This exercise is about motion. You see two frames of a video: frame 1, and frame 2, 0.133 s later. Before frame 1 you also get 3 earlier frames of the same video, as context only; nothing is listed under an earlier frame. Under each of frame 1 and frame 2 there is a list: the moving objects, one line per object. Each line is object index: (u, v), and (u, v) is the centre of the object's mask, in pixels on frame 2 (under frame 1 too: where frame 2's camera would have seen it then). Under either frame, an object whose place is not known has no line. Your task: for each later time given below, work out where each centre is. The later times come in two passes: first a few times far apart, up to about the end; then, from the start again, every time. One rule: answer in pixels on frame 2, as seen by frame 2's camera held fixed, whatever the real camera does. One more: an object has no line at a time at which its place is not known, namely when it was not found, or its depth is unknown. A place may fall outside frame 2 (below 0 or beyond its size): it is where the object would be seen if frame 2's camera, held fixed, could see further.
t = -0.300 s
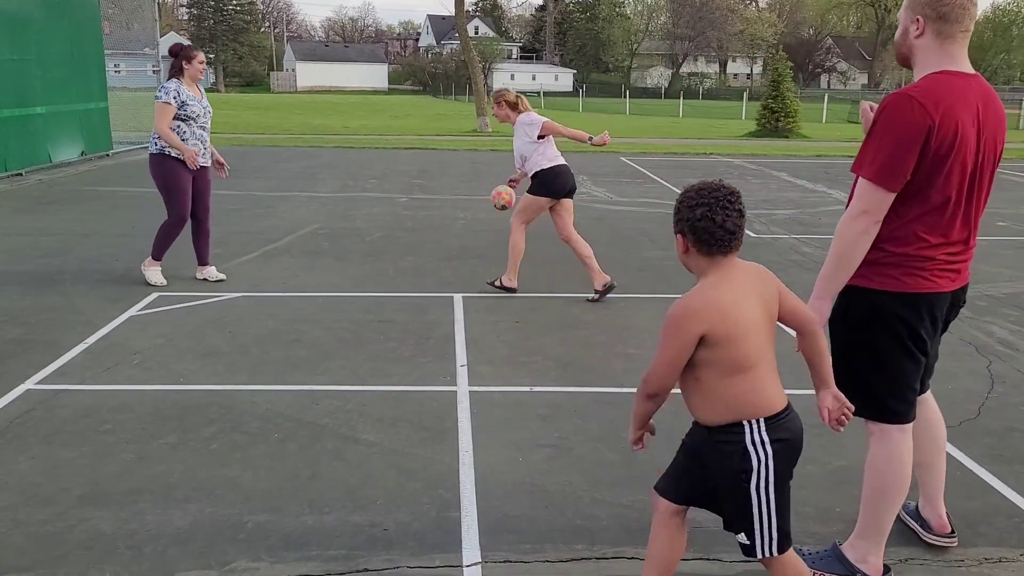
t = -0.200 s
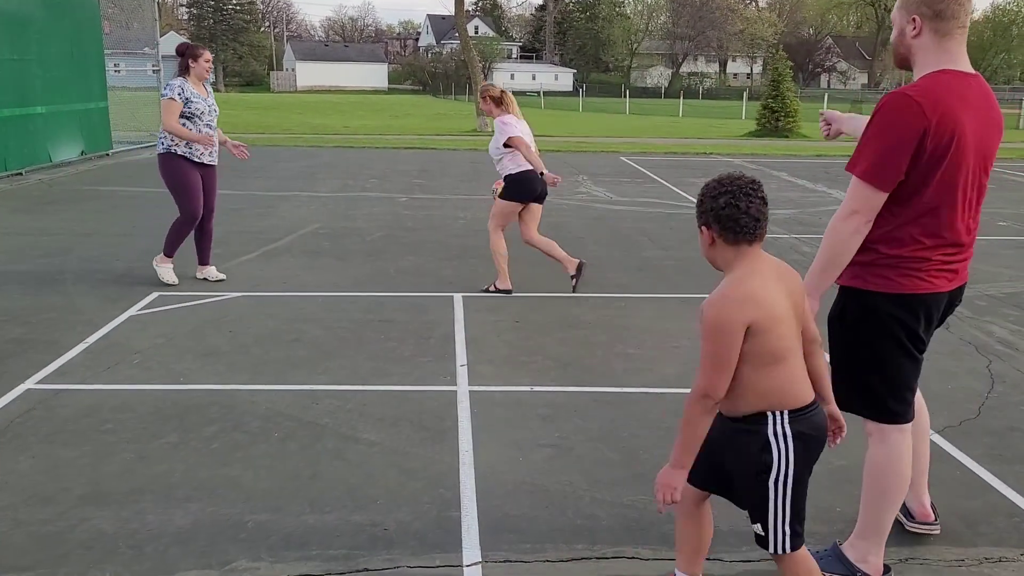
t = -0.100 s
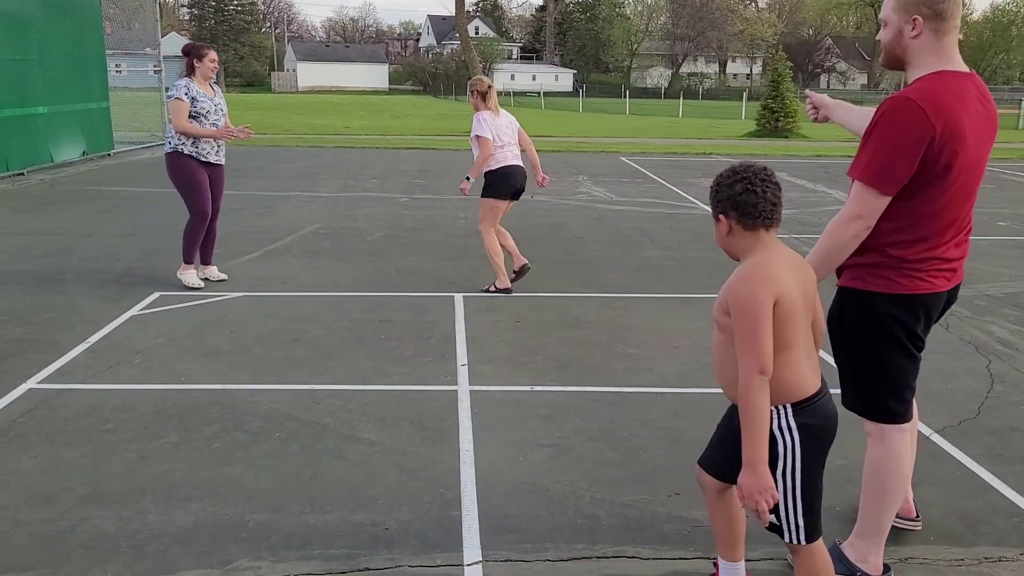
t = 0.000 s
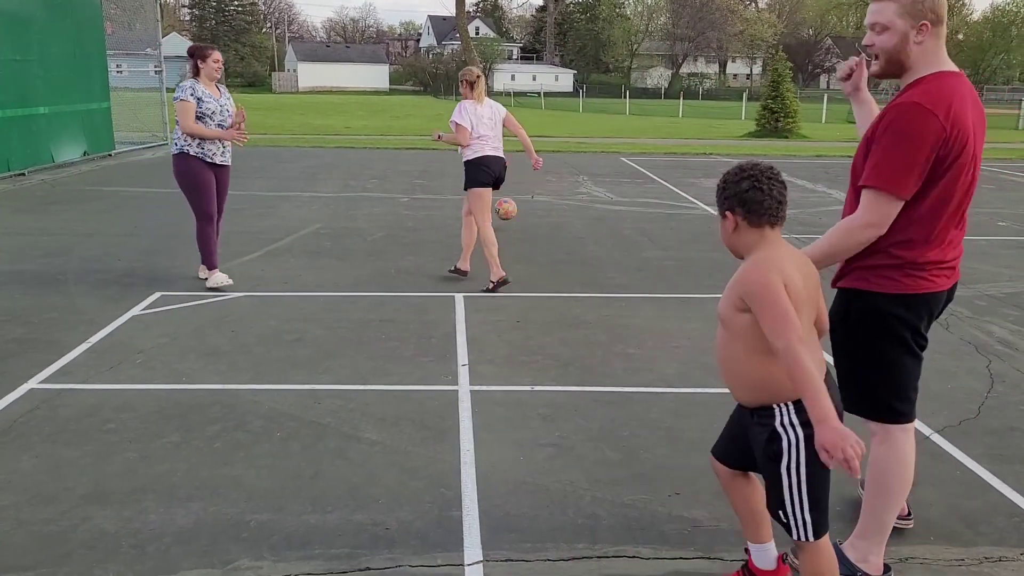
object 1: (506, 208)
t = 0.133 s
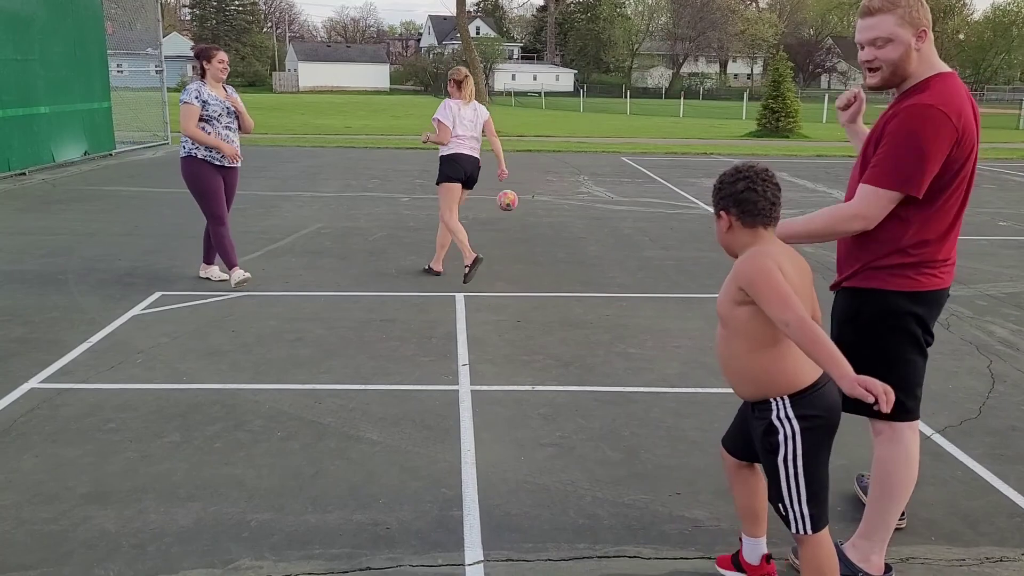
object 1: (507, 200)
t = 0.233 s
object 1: (508, 187)
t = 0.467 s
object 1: (510, 190)
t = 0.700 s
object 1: (511, 178)
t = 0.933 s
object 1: (512, 183)
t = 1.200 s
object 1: (515, 171)
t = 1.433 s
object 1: (517, 168)
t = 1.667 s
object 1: (519, 171)
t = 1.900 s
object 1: (520, 164)
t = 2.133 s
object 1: (522, 161)
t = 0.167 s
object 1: (508, 195)
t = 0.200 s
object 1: (508, 190)
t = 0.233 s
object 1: (508, 187)
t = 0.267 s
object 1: (509, 184)
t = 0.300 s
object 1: (509, 182)
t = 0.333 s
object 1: (509, 182)
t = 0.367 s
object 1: (509, 183)
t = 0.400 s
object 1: (509, 184)
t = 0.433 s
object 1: (509, 187)
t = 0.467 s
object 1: (510, 190)
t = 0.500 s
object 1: (510, 194)
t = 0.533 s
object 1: (510, 198)
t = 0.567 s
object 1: (510, 194)
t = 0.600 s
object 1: (510, 188)
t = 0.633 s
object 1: (511, 184)
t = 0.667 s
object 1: (511, 181)
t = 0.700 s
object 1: (511, 178)
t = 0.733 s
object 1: (511, 176)
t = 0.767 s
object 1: (512, 175)
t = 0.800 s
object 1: (512, 175)
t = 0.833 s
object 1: (512, 176)
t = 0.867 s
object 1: (512, 178)
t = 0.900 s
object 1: (512, 180)
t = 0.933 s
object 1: (512, 183)
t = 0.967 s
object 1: (513, 186)
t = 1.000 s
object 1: (513, 182)
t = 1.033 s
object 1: (513, 178)
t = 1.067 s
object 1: (513, 175)
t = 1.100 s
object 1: (514, 173)
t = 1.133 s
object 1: (514, 172)
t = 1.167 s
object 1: (514, 171)
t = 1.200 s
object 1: (515, 171)
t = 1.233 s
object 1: (515, 172)
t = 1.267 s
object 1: (515, 173)
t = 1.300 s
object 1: (515, 176)
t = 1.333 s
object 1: (515, 178)
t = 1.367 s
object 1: (516, 174)
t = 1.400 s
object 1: (516, 171)
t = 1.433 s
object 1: (517, 168)
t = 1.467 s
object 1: (517, 166)
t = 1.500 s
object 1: (517, 165)
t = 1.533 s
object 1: (518, 165)
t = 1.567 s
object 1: (518, 165)
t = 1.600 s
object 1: (518, 167)
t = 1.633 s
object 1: (518, 169)
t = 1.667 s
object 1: (519, 171)
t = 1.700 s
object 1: (519, 170)
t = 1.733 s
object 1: (519, 167)
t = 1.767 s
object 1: (520, 165)
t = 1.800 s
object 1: (520, 164)
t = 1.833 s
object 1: (520, 163)
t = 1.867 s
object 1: (520, 163)
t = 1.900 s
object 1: (520, 164)
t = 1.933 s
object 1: (521, 165)
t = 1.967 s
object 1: (521, 166)
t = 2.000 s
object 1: (521, 164)
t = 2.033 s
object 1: (522, 162)
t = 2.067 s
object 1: (522, 161)
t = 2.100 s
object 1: (522, 161)
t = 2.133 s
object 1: (522, 161)
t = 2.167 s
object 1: (523, 162)
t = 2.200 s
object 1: (523, 162)
